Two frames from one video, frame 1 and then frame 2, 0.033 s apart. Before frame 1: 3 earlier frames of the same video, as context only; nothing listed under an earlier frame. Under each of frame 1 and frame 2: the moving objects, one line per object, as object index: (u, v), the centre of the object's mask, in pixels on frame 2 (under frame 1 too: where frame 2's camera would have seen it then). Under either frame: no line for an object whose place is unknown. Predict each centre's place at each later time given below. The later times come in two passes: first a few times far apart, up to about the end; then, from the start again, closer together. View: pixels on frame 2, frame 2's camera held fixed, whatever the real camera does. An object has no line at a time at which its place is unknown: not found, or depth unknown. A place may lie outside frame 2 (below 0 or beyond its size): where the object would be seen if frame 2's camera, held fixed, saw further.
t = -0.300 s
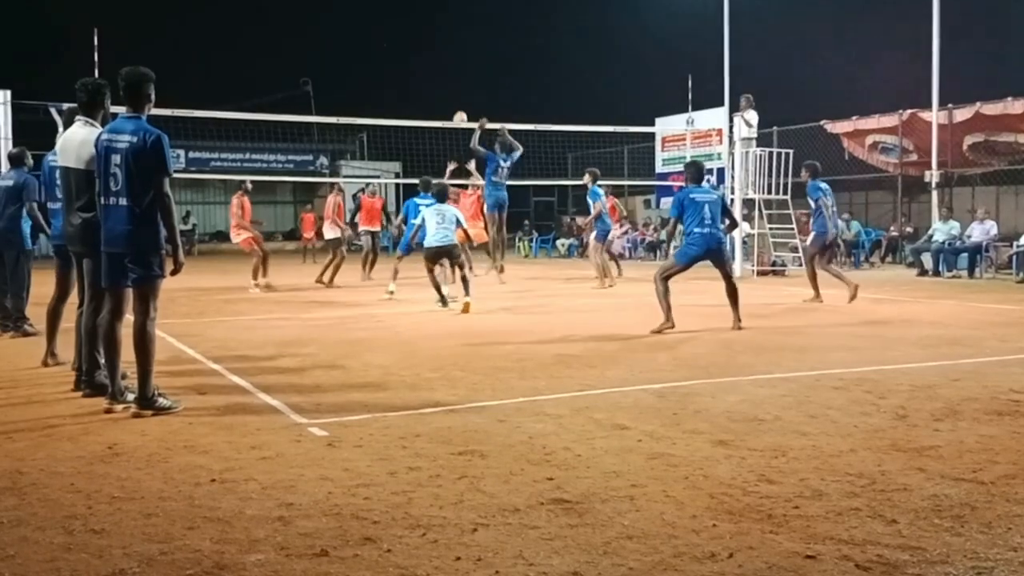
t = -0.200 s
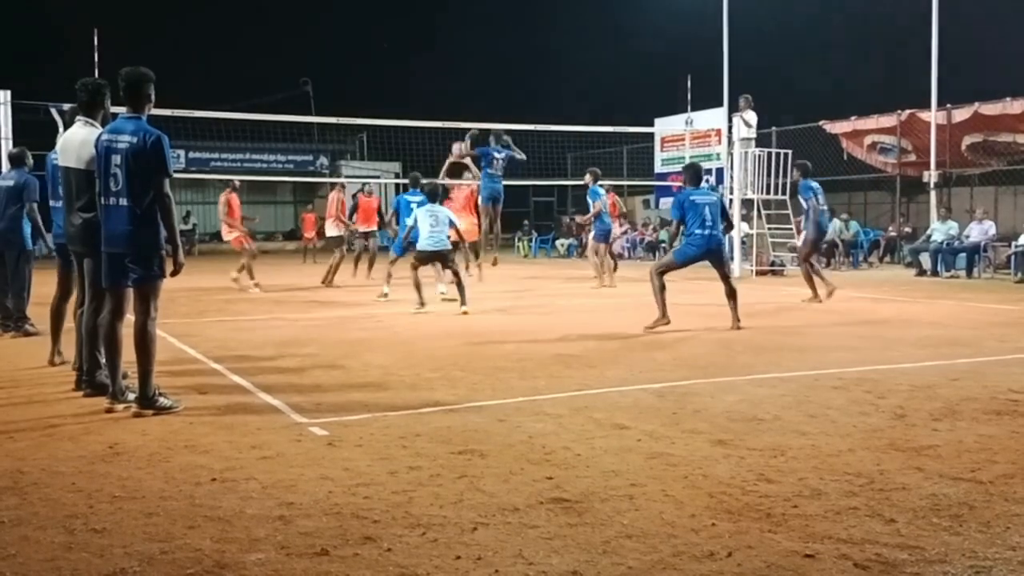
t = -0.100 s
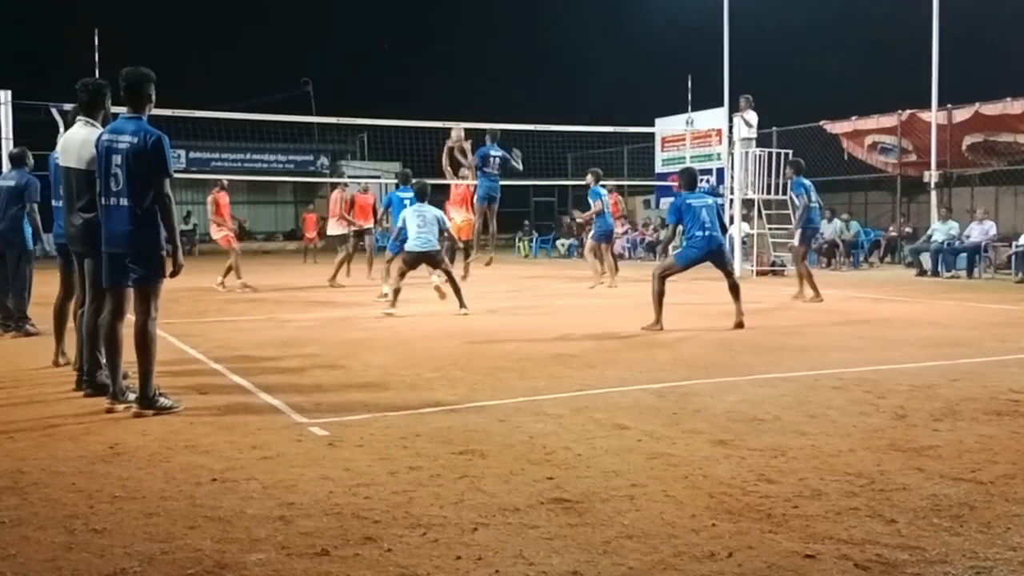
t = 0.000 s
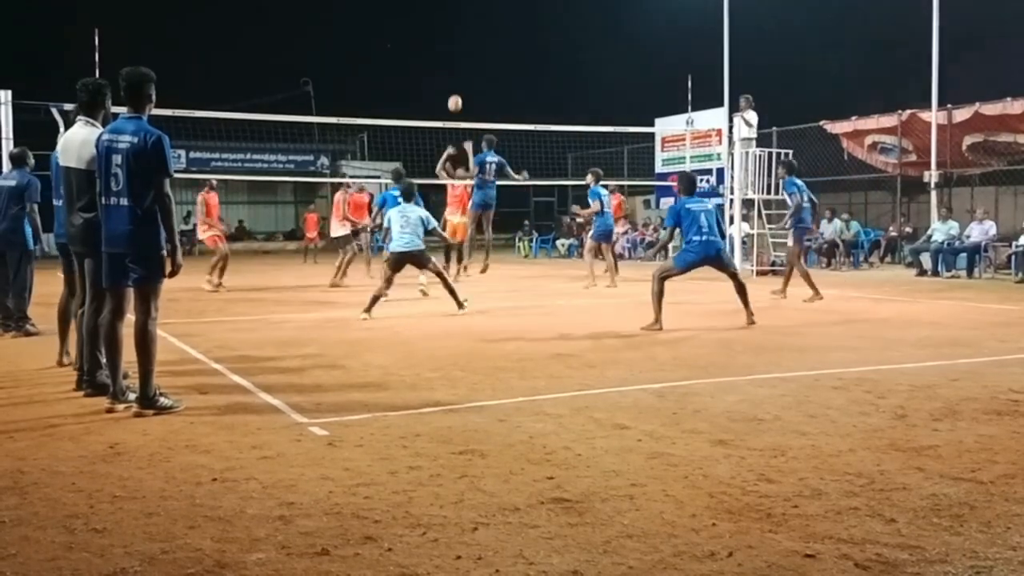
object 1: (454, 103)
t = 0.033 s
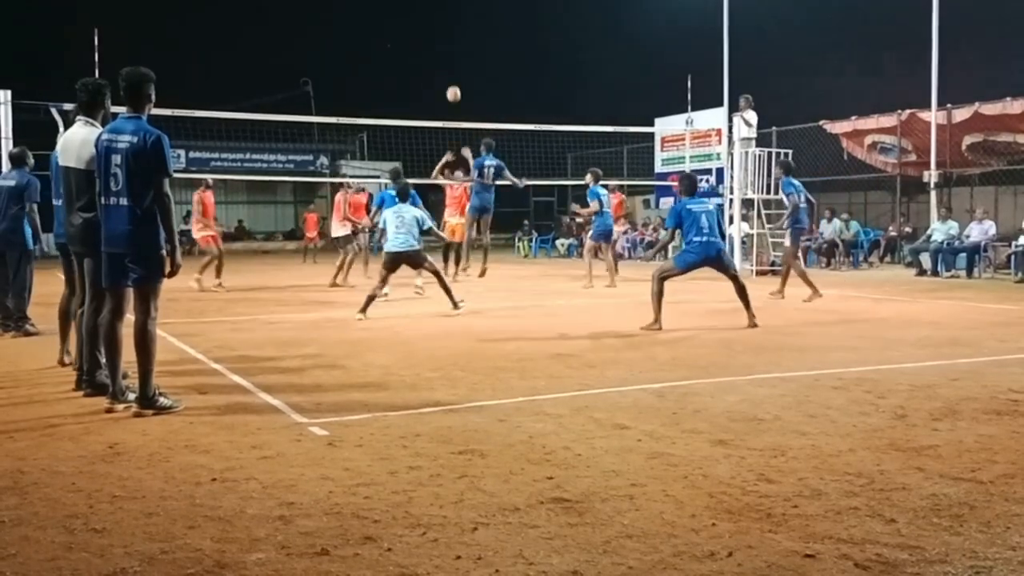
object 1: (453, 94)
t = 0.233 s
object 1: (449, 54)
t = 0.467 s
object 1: (444, 40)
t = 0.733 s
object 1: (440, 61)
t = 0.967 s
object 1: (437, 115)
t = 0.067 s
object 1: (453, 86)
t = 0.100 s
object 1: (452, 78)
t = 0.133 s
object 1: (451, 71)
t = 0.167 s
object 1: (450, 65)
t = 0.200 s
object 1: (449, 59)
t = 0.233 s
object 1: (449, 54)
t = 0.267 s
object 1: (448, 50)
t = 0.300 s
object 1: (447, 46)
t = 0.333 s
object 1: (446, 44)
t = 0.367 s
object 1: (446, 42)
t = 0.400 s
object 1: (445, 41)
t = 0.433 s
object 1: (445, 40)
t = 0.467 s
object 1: (444, 40)
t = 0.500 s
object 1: (443, 41)
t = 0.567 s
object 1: (443, 43)
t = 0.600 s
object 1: (442, 45)
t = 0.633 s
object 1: (442, 48)
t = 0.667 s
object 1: (441, 52)
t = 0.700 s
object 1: (441, 56)
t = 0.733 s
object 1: (440, 61)
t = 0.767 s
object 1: (440, 67)
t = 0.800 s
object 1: (439, 74)
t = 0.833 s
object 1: (439, 81)
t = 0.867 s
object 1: (438, 89)
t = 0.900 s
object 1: (438, 98)
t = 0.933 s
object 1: (438, 107)
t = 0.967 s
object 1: (437, 115)
